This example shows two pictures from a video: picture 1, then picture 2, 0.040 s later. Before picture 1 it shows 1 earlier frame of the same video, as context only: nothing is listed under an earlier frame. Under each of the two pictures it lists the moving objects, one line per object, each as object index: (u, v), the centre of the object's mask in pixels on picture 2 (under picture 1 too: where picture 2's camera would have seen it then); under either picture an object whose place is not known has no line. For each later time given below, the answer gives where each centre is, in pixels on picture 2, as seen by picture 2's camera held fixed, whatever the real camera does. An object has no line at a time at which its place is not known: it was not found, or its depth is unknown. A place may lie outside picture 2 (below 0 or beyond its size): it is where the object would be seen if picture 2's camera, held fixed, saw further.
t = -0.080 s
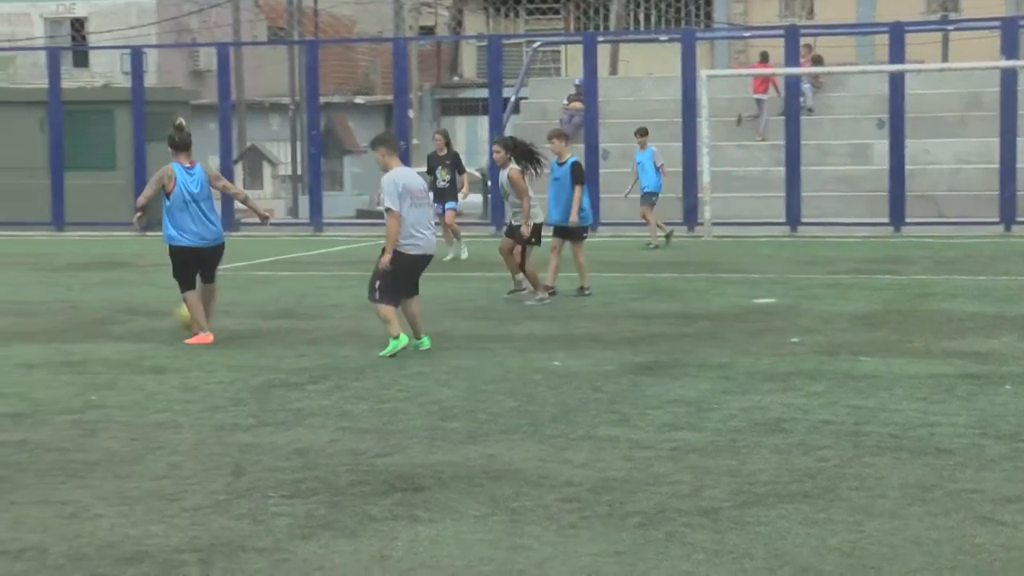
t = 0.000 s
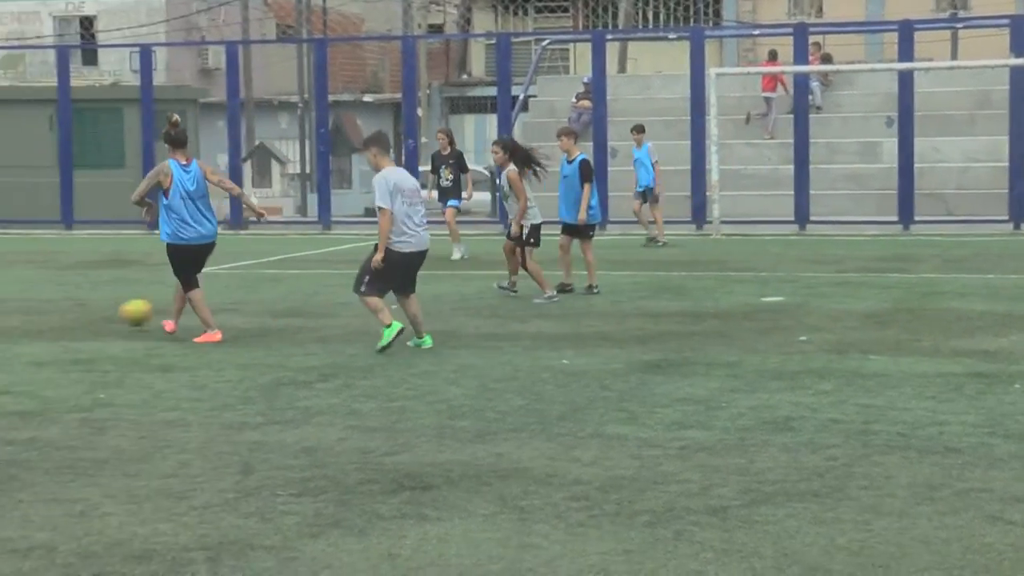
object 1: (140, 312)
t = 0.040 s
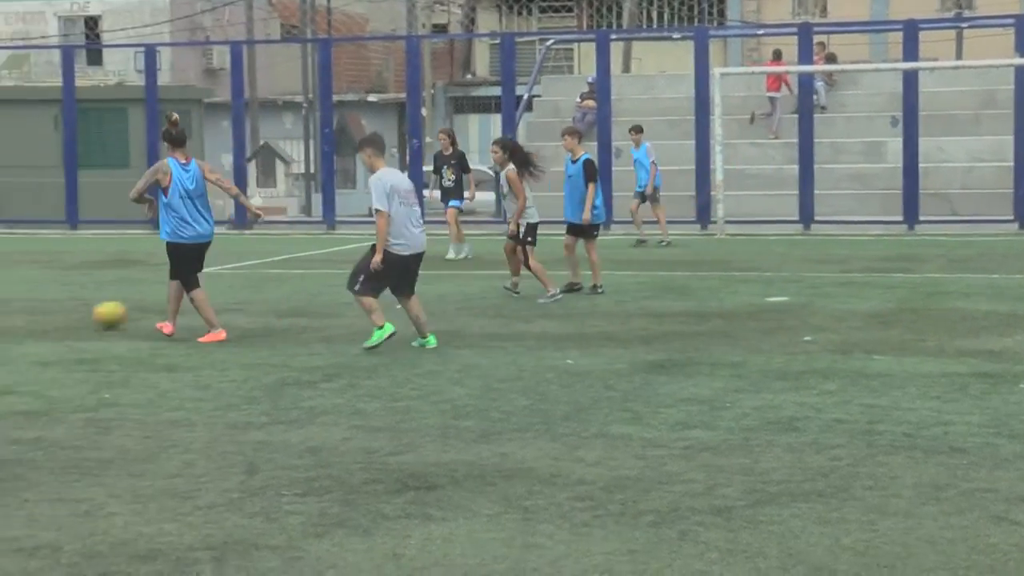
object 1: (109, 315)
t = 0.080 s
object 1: (80, 316)
